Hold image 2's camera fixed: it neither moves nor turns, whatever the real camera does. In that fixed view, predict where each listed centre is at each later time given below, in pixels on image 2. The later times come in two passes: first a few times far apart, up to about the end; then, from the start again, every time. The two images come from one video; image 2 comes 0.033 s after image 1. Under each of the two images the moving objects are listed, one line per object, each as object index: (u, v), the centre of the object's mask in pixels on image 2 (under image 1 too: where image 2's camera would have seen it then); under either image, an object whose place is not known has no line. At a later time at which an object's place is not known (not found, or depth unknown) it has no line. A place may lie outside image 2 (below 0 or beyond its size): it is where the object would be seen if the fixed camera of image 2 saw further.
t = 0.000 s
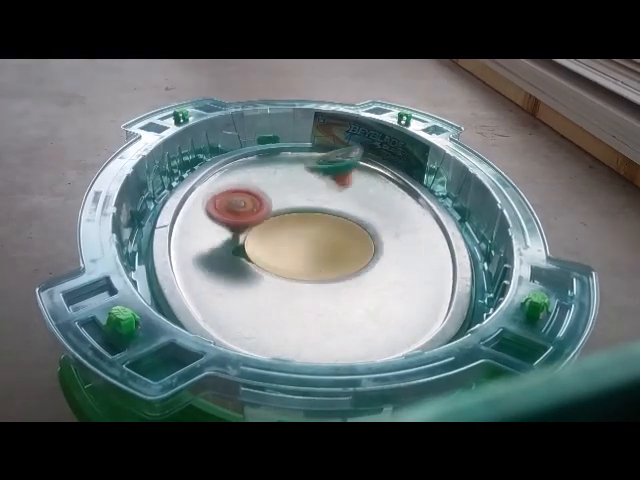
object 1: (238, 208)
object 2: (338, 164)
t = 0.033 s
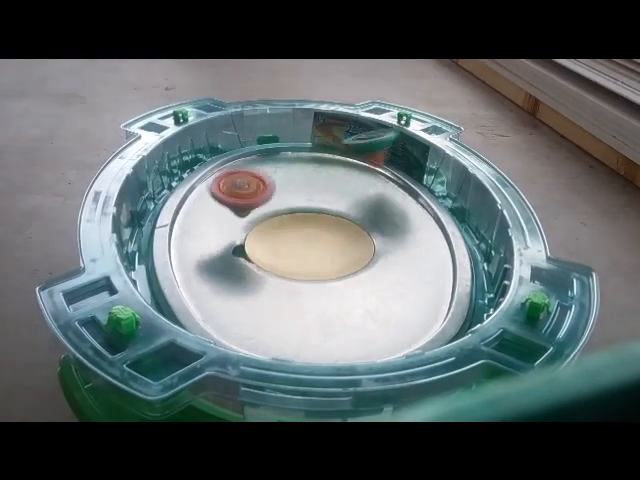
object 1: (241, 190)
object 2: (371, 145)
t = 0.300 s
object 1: (287, 211)
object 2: (255, 154)
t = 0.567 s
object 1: (367, 220)
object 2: (273, 262)
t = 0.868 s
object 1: (387, 196)
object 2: (513, 286)
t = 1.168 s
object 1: (329, 209)
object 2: (480, 287)
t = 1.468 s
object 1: (296, 244)
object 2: (480, 287)
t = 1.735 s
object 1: (340, 238)
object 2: (480, 287)
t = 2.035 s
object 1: (274, 219)
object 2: (480, 287)
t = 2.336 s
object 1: (285, 236)
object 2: (480, 287)
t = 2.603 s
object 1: (302, 207)
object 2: (479, 287)
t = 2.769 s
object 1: (291, 196)
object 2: (479, 287)
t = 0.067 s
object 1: (245, 181)
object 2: (396, 134)
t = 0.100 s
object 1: (249, 183)
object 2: (379, 122)
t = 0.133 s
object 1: (256, 187)
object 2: (358, 119)
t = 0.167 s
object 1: (266, 186)
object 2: (337, 126)
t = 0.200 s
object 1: (275, 188)
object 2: (316, 144)
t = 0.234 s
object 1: (281, 194)
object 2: (296, 165)
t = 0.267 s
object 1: (285, 196)
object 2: (273, 158)
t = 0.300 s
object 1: (287, 211)
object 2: (255, 154)
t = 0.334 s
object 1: (293, 217)
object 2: (237, 161)
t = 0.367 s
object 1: (301, 224)
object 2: (218, 177)
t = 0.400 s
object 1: (310, 228)
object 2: (210, 182)
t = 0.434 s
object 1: (322, 230)
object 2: (211, 193)
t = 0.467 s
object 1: (333, 232)
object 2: (213, 212)
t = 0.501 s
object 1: (346, 231)
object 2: (226, 223)
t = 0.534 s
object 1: (358, 227)
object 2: (244, 244)
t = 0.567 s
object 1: (367, 220)
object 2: (273, 262)
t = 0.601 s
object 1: (375, 215)
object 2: (308, 275)
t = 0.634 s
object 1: (378, 210)
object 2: (352, 292)
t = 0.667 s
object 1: (381, 205)
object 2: (402, 301)
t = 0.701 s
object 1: (384, 202)
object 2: (443, 292)
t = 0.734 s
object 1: (388, 201)
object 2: (474, 277)
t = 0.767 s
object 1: (390, 199)
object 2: (492, 269)
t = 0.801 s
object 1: (390, 198)
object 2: (512, 279)
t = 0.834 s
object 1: (389, 197)
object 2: (517, 284)
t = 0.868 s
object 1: (387, 196)
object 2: (513, 286)
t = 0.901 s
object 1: (385, 195)
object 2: (506, 287)
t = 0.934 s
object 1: (382, 195)
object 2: (498, 289)
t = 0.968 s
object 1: (378, 196)
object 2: (476, 294)
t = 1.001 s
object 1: (375, 197)
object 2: (474, 289)
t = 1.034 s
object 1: (370, 199)
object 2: (474, 290)
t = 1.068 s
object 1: (362, 202)
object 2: (477, 288)
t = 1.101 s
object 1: (351, 204)
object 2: (480, 288)
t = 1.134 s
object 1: (339, 206)
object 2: (480, 287)
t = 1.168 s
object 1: (329, 209)
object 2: (480, 287)
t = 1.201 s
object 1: (321, 212)
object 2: (480, 287)
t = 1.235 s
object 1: (315, 216)
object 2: (480, 287)
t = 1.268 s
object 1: (310, 220)
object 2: (480, 287)
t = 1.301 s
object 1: (306, 224)
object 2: (480, 287)
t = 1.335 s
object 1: (302, 227)
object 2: (480, 287)
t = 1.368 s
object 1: (299, 232)
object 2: (480, 287)
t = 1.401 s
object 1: (297, 235)
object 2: (480, 287)
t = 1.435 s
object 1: (296, 240)
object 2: (480, 287)
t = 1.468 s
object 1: (296, 244)
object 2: (480, 287)
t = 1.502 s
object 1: (301, 246)
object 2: (480, 287)
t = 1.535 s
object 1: (307, 247)
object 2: (480, 287)
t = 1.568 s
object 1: (315, 247)
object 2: (480, 287)
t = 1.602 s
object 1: (322, 247)
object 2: (480, 287)
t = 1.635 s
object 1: (328, 246)
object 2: (480, 287)
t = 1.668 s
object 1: (333, 245)
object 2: (480, 287)
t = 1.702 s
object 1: (338, 243)
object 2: (480, 287)
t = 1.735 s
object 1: (340, 238)
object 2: (480, 287)
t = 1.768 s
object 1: (338, 235)
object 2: (480, 287)
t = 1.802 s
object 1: (333, 231)
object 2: (480, 287)
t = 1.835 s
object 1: (325, 229)
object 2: (480, 287)
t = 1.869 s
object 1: (317, 227)
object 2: (480, 287)
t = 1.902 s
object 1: (309, 225)
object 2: (480, 287)
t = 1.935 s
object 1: (300, 223)
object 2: (480, 287)
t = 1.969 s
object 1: (291, 222)
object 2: (480, 287)
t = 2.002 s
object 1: (282, 220)
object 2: (480, 287)
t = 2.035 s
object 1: (274, 219)
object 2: (480, 287)
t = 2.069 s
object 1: (266, 218)
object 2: (480, 287)
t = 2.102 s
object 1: (261, 220)
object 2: (480, 287)
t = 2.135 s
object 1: (257, 221)
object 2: (480, 287)
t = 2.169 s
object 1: (255, 224)
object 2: (480, 287)
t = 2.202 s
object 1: (258, 227)
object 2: (480, 287)
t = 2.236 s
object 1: (262, 231)
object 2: (480, 287)
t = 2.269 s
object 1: (269, 234)
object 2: (480, 287)
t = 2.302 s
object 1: (277, 236)
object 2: (480, 287)
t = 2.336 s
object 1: (285, 236)
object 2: (480, 287)
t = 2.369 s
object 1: (290, 233)
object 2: (480, 287)
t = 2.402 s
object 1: (294, 230)
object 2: (480, 287)
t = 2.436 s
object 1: (297, 227)
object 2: (479, 287)
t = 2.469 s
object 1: (299, 223)
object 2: (479, 287)
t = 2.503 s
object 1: (301, 219)
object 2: (479, 287)
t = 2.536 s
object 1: (301, 216)
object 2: (479, 287)
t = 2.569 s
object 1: (301, 211)
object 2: (479, 287)
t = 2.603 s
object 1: (302, 207)
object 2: (479, 287)
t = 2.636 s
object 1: (301, 204)
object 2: (479, 287)
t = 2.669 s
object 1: (300, 201)
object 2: (479, 287)
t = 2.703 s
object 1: (298, 198)
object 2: (479, 287)
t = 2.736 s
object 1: (295, 196)
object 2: (479, 287)
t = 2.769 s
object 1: (291, 196)
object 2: (479, 287)
